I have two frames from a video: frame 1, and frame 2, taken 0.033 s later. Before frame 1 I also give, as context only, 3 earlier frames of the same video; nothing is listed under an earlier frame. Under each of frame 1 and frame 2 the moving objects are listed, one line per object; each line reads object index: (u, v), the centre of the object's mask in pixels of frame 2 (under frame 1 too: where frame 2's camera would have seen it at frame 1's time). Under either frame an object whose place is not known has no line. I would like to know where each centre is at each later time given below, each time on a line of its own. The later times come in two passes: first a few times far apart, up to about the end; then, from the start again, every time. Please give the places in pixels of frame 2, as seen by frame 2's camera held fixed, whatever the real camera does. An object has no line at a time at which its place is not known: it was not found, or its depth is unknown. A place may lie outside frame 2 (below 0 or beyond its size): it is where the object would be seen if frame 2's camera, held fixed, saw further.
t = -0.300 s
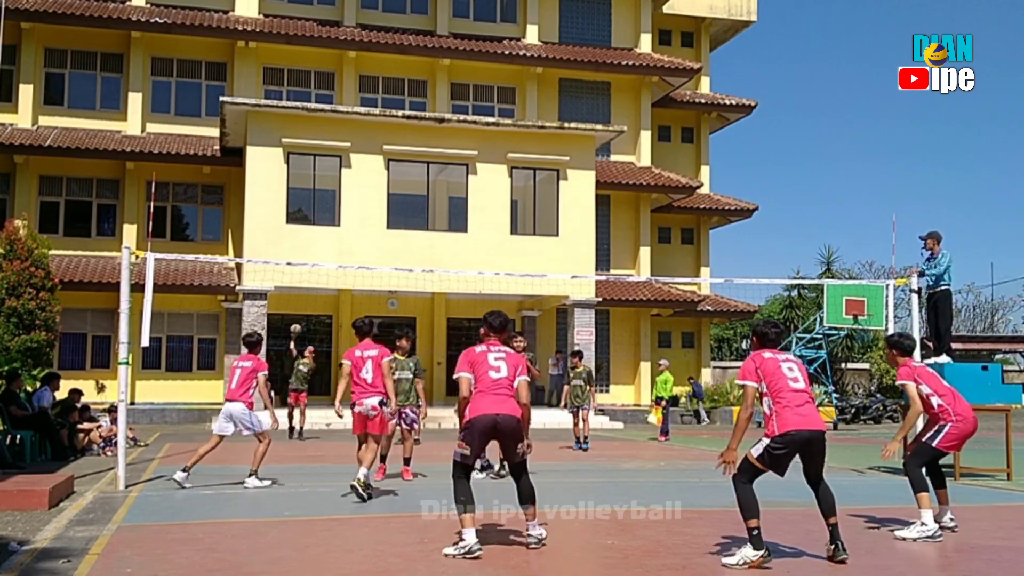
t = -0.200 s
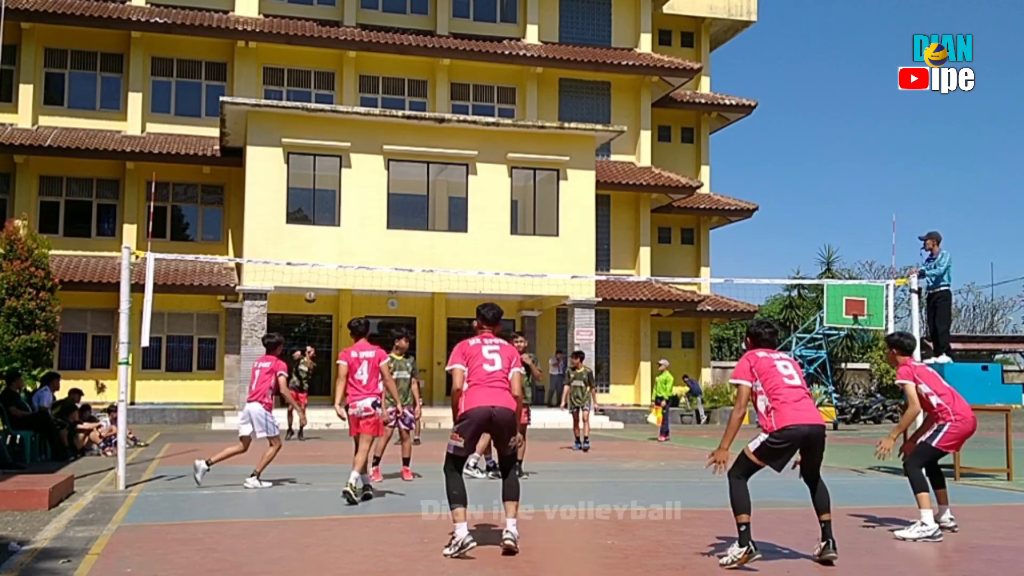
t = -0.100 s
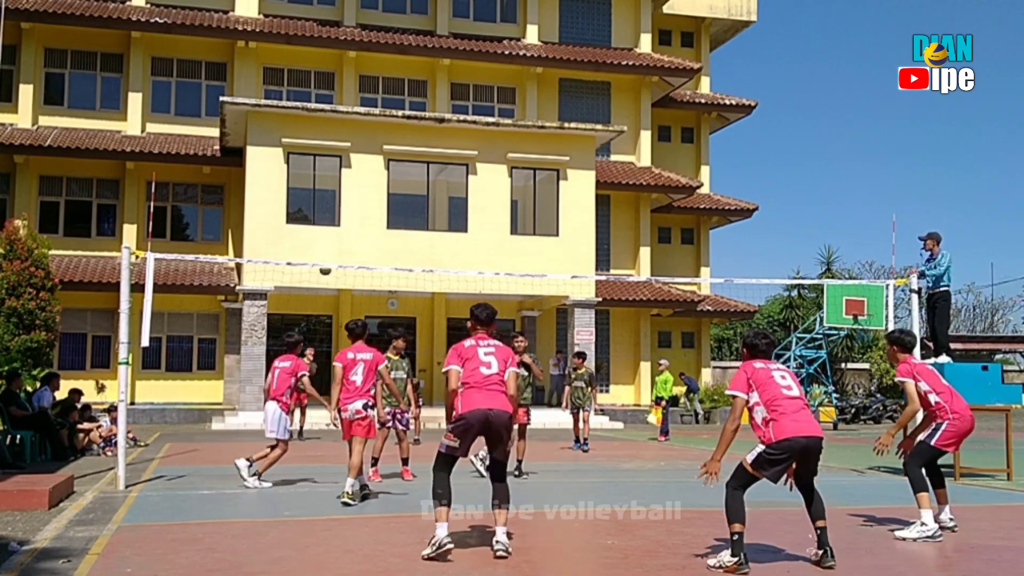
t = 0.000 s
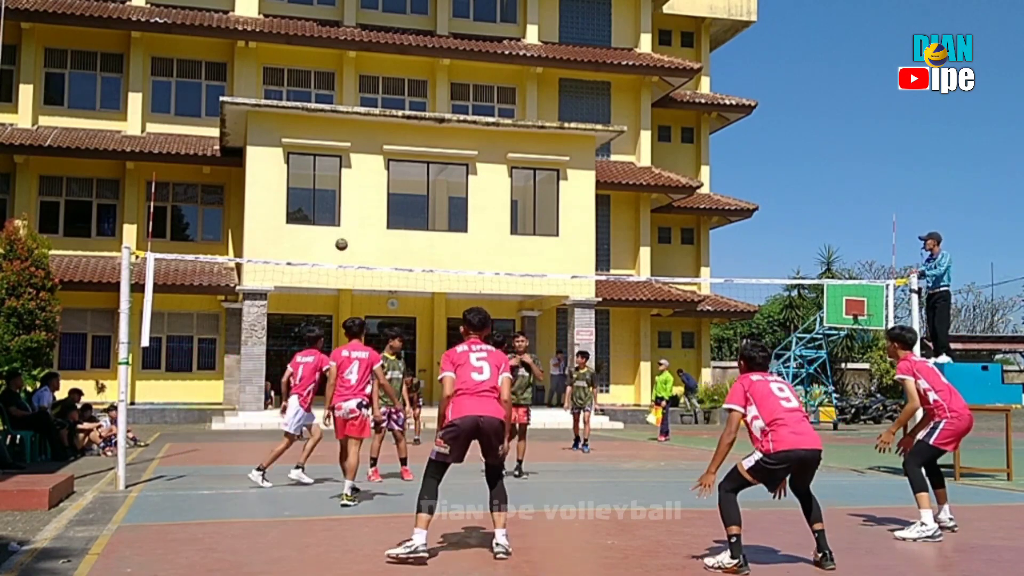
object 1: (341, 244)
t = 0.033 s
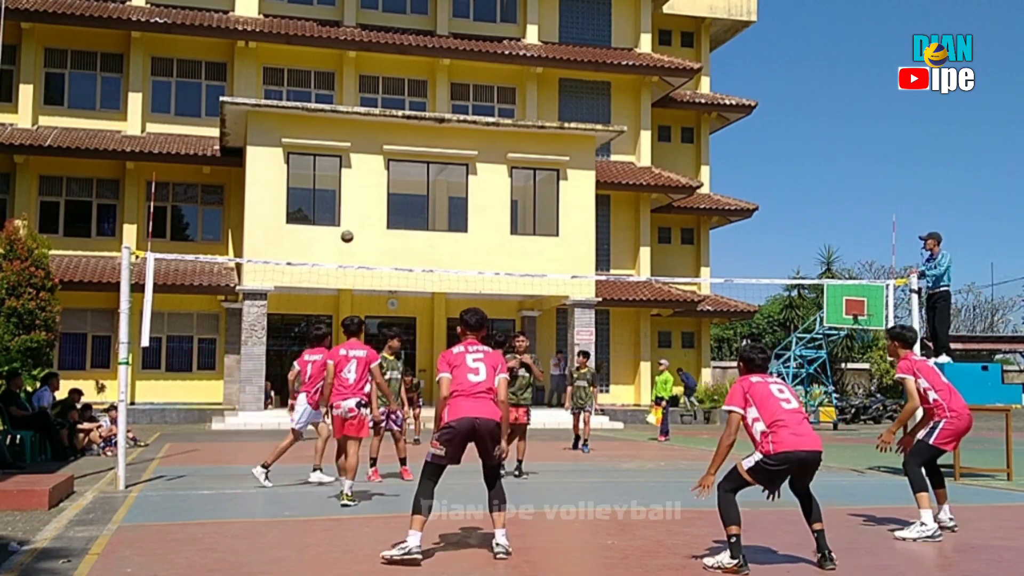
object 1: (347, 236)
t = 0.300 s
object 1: (389, 189)
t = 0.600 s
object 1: (447, 186)
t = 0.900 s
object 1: (532, 277)
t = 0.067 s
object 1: (352, 229)
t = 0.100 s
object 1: (358, 222)
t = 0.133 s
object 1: (363, 215)
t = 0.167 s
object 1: (369, 209)
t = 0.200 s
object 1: (373, 204)
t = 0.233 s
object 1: (379, 199)
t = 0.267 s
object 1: (384, 194)
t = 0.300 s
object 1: (389, 189)
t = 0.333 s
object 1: (395, 186)
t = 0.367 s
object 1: (400, 184)
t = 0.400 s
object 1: (406, 182)
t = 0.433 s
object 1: (412, 180)
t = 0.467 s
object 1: (418, 180)
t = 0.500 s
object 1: (425, 180)
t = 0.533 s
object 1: (432, 181)
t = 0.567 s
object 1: (440, 183)
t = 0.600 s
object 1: (447, 186)
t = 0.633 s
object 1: (456, 189)
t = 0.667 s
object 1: (465, 195)
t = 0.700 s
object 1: (473, 203)
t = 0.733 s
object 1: (483, 211)
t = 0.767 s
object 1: (492, 220)
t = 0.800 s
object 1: (501, 232)
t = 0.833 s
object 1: (511, 245)
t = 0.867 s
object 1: (521, 259)
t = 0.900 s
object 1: (532, 277)
